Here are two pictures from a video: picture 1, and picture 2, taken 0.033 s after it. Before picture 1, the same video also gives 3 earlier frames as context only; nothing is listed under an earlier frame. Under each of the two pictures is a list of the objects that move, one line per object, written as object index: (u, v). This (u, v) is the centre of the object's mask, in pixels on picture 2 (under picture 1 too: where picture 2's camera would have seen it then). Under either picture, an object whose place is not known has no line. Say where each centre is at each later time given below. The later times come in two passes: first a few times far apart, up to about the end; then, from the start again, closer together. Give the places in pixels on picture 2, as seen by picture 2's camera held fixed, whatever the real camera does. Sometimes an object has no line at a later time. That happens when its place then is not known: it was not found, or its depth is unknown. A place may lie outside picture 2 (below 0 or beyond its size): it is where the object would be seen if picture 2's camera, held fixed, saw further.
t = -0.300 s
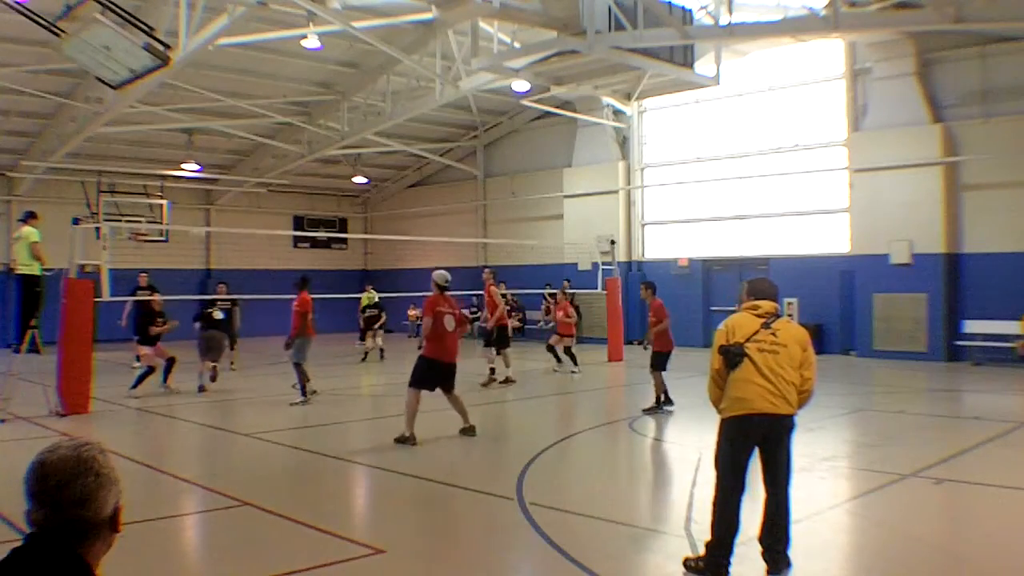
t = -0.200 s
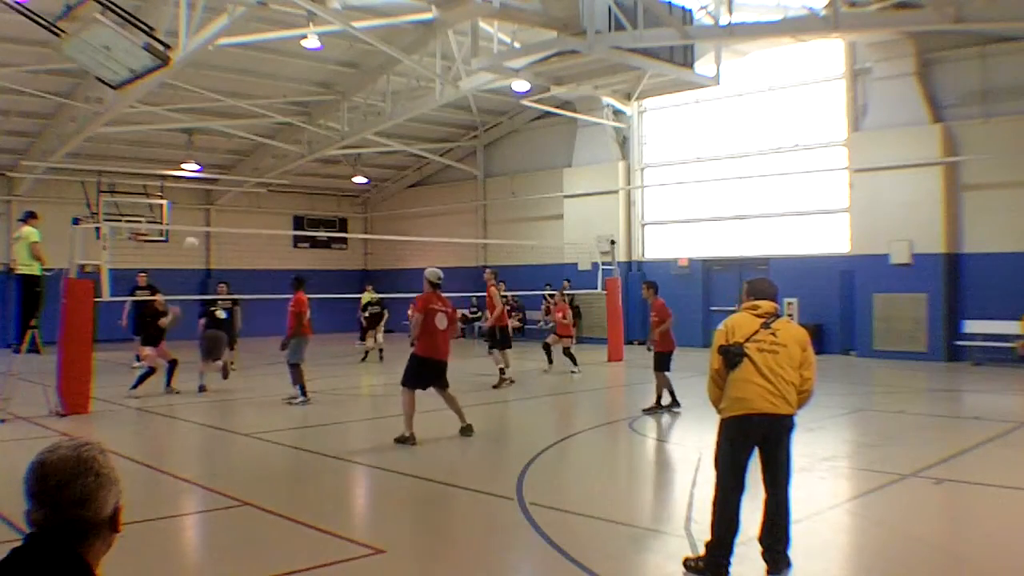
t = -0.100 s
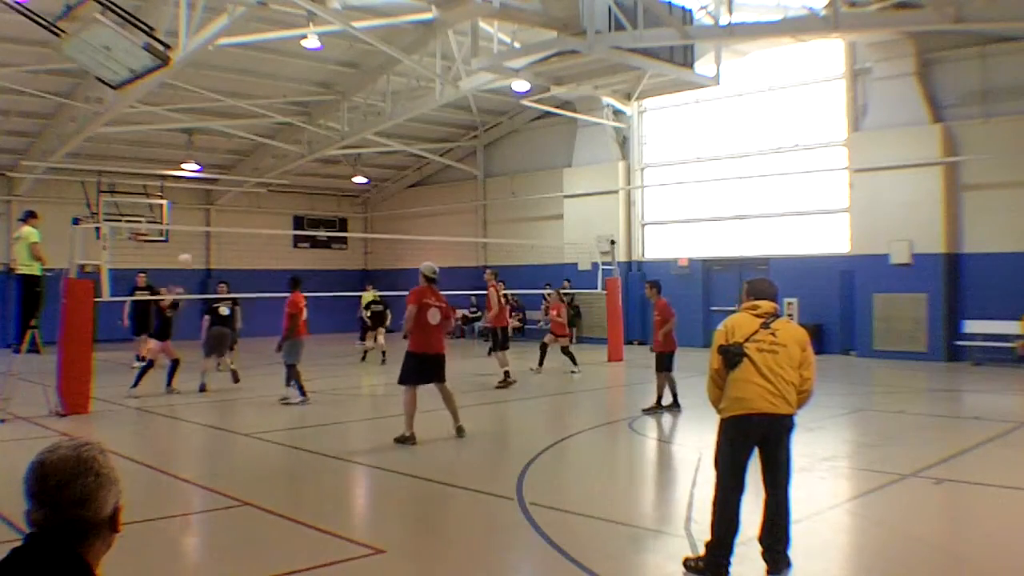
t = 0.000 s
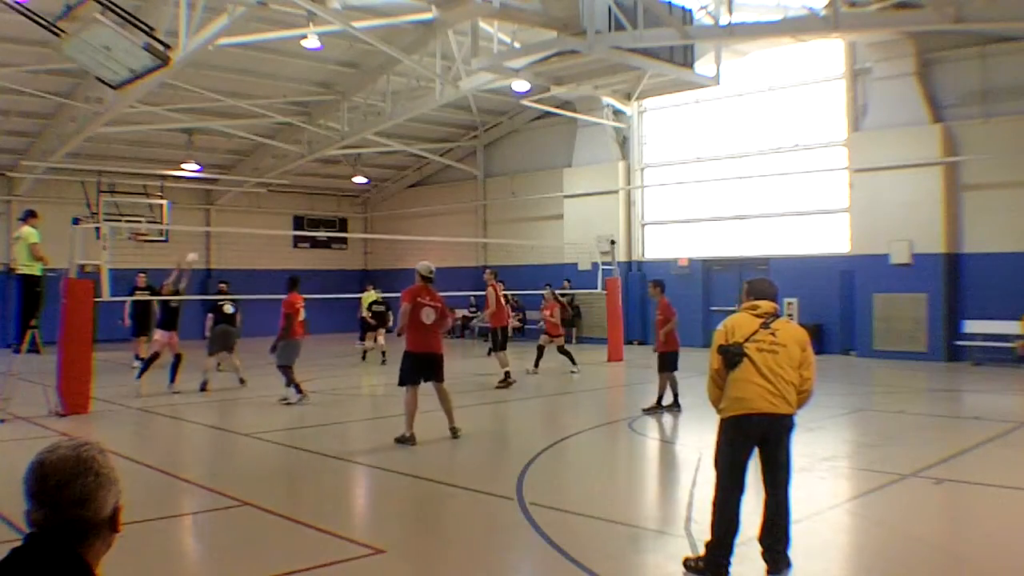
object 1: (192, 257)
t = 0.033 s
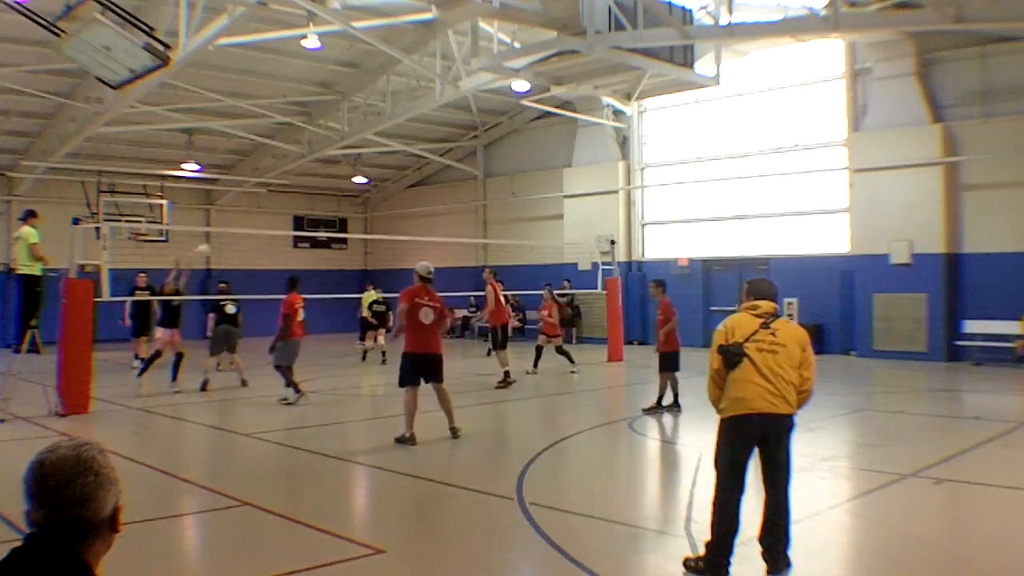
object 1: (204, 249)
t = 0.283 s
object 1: (282, 207)
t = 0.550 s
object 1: (363, 205)
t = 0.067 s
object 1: (214, 241)
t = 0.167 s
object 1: (245, 220)
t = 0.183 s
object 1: (250, 218)
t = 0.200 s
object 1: (255, 214)
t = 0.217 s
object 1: (261, 213)
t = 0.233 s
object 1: (266, 211)
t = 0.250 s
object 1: (271, 210)
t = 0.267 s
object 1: (277, 208)
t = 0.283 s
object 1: (282, 207)
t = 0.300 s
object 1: (287, 205)
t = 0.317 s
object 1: (292, 204)
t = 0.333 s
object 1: (297, 203)
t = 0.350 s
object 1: (302, 202)
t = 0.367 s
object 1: (308, 202)
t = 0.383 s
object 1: (313, 201)
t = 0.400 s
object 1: (318, 200)
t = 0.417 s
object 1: (323, 201)
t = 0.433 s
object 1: (328, 200)
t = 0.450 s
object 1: (333, 201)
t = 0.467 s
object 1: (338, 200)
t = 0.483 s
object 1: (343, 202)
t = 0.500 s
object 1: (348, 202)
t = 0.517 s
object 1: (353, 203)
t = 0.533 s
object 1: (358, 204)
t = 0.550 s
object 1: (363, 205)
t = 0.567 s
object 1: (369, 207)
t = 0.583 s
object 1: (376, 209)
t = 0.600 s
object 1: (379, 210)
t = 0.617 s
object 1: (383, 212)
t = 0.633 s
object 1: (388, 214)
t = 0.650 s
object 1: (393, 217)
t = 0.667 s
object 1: (398, 219)
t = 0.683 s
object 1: (403, 222)
